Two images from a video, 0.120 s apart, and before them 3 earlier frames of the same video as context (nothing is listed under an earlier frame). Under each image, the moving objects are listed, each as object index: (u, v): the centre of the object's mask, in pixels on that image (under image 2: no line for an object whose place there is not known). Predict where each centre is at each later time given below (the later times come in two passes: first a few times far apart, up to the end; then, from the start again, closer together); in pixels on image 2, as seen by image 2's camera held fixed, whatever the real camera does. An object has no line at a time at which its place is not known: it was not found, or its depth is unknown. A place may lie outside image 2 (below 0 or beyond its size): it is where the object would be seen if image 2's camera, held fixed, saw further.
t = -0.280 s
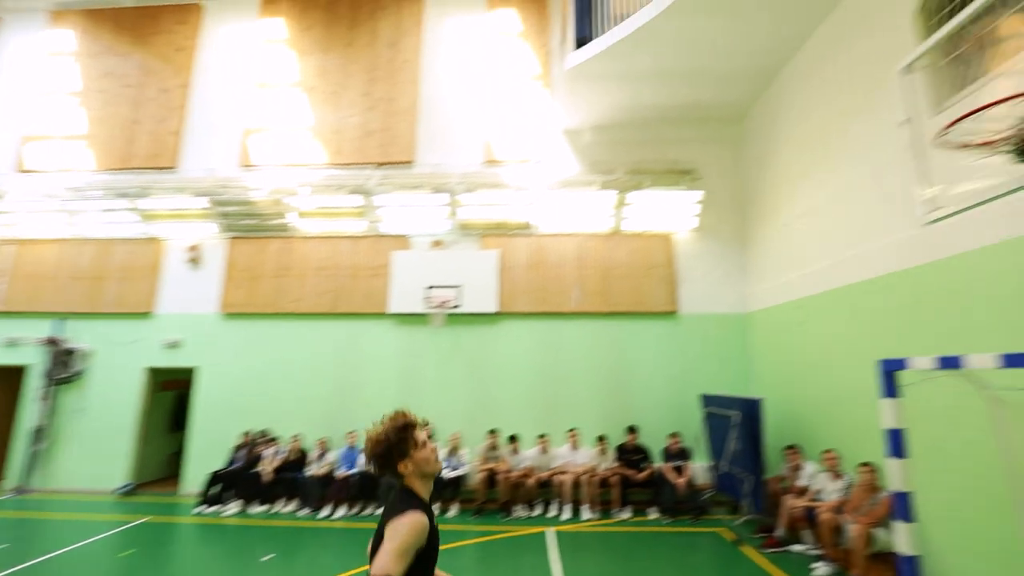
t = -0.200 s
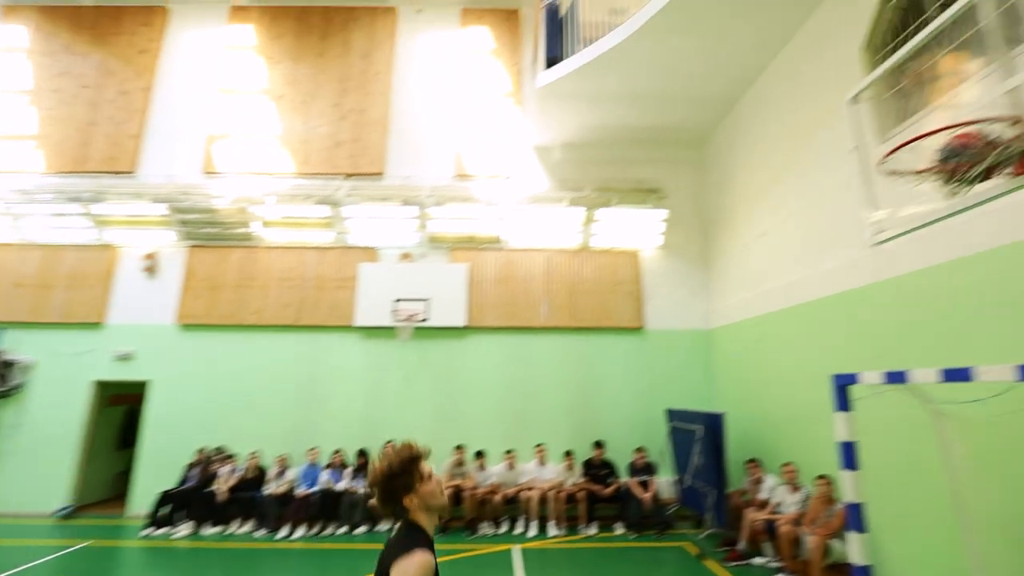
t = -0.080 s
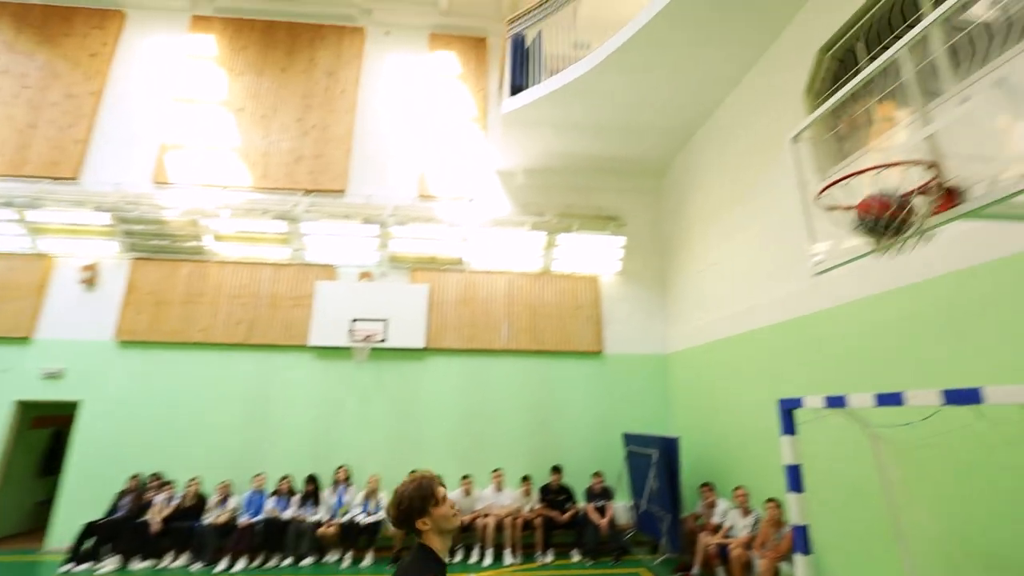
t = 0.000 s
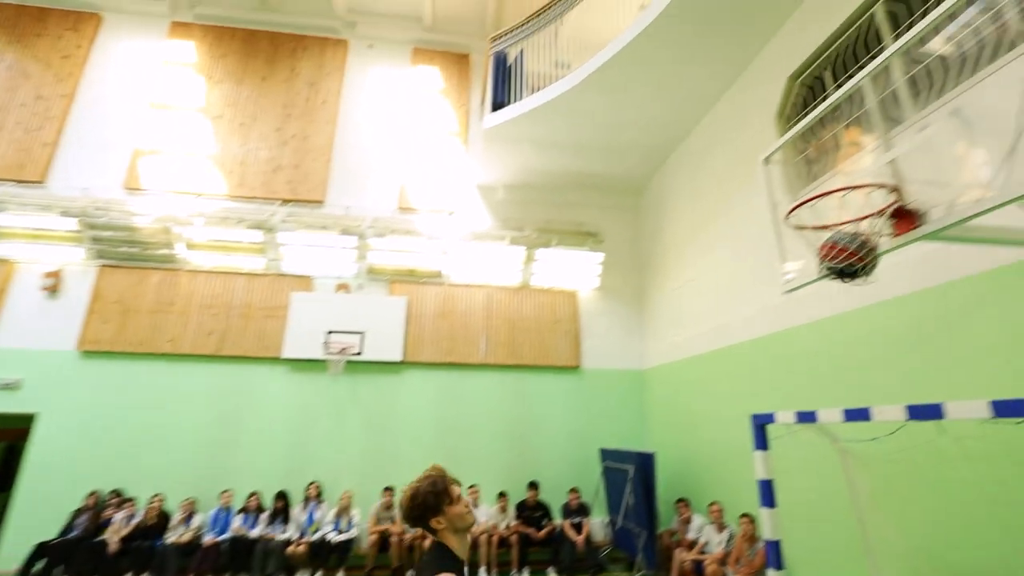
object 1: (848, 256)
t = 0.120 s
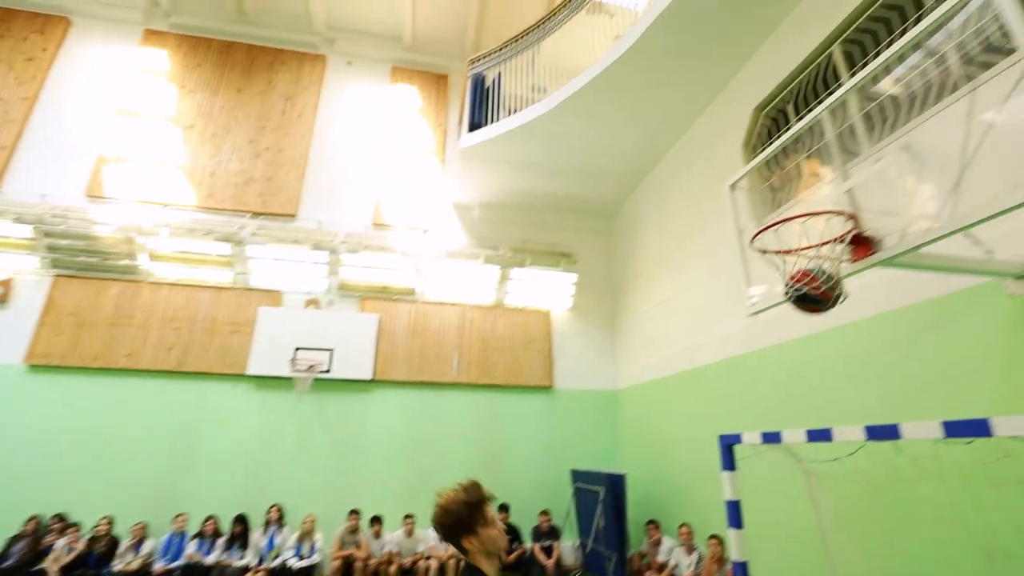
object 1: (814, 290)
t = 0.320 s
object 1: (838, 350)
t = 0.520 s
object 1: (887, 511)
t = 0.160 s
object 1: (817, 295)
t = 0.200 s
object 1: (821, 304)
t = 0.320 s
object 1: (838, 350)
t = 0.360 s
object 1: (846, 372)
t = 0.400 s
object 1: (855, 399)
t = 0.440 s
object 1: (864, 432)
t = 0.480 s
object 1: (876, 468)
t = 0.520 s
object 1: (887, 511)
